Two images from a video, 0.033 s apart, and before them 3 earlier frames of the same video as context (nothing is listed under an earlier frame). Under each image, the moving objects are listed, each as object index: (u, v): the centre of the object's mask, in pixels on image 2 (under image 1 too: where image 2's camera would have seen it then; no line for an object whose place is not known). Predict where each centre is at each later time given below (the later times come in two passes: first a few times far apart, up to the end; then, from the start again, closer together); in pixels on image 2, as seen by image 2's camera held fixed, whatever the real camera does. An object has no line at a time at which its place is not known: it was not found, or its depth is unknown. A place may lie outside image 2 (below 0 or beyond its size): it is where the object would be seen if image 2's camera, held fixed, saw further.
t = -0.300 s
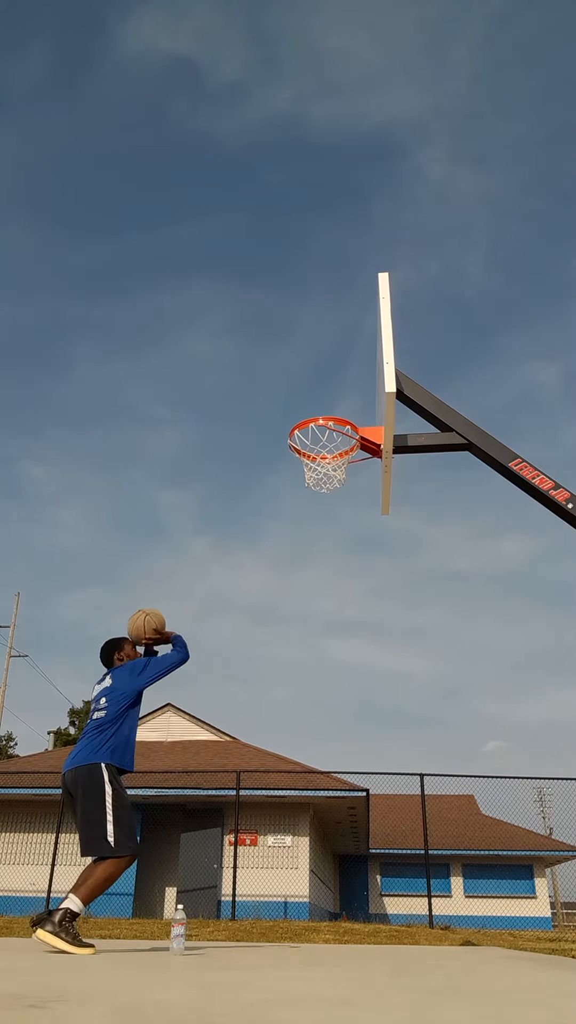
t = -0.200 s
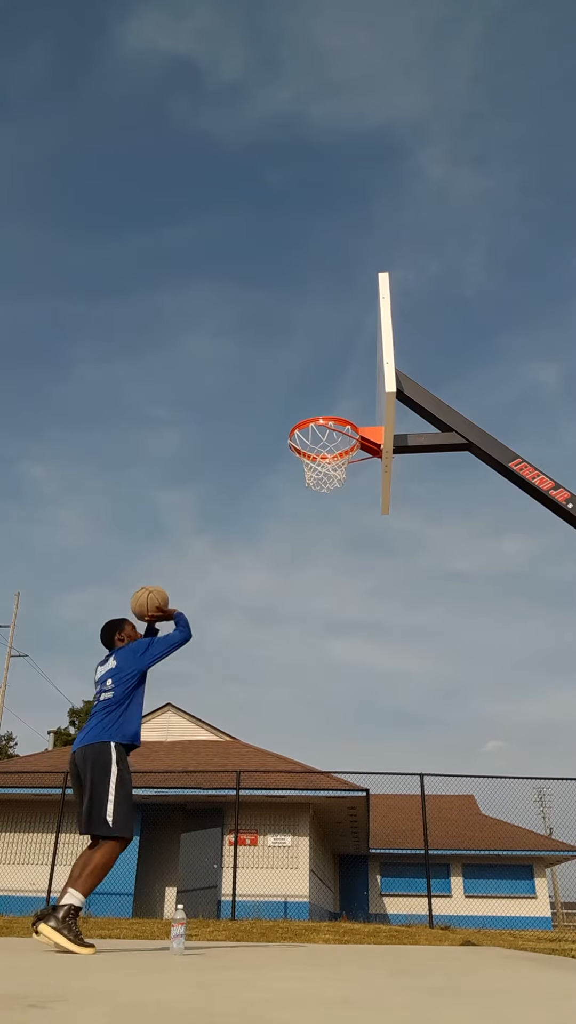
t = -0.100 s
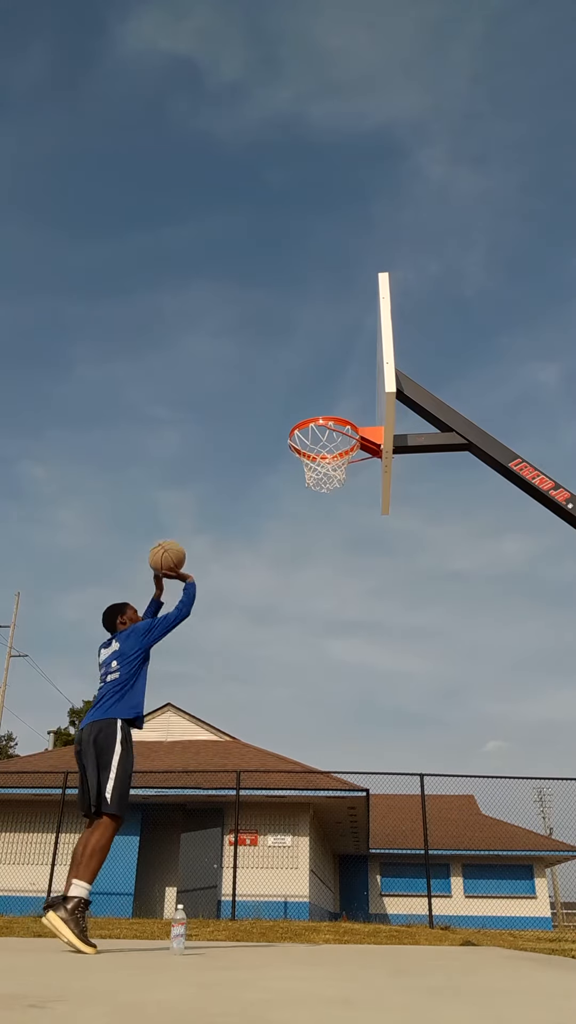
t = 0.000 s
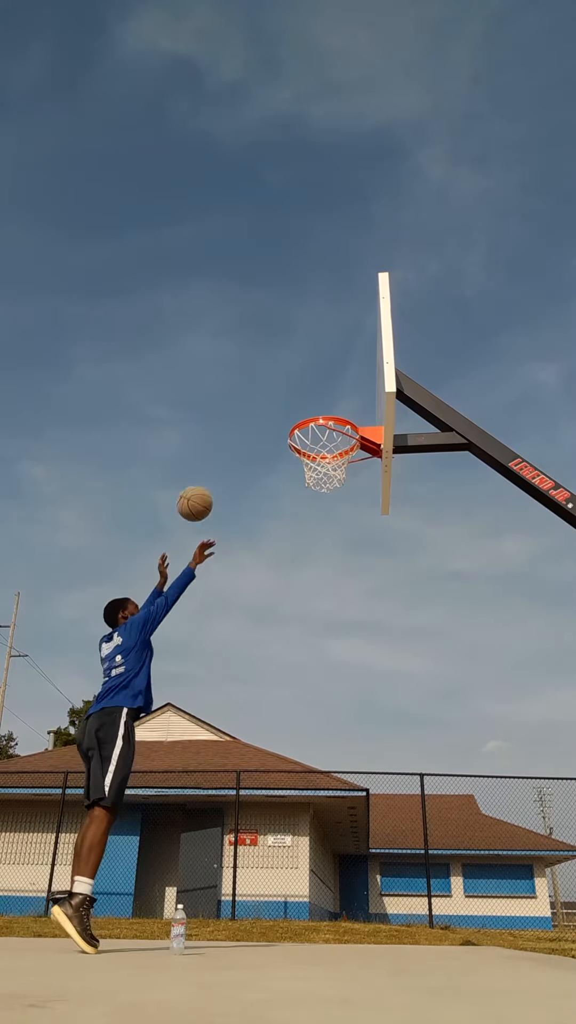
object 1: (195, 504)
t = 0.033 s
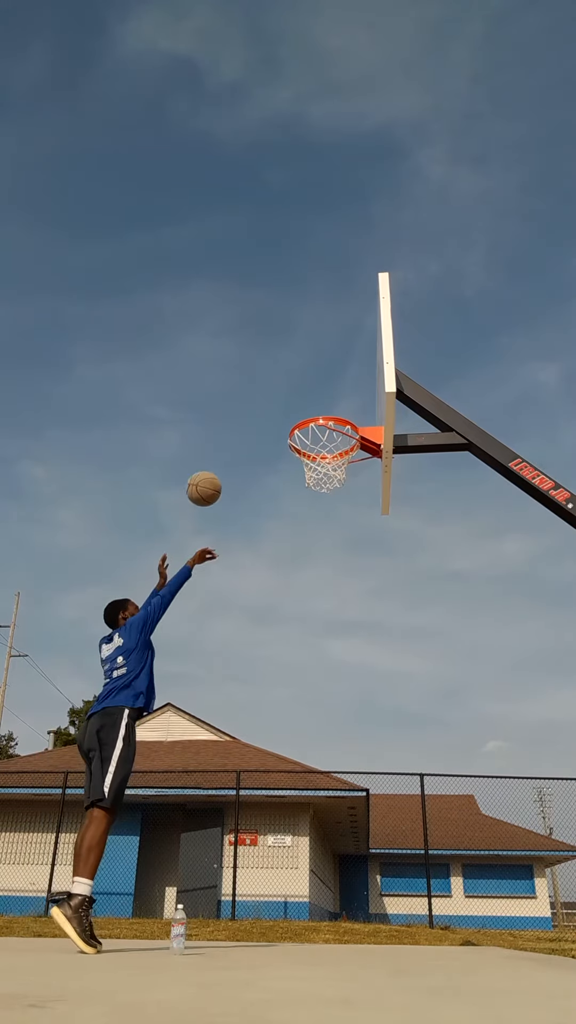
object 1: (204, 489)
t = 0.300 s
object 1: (269, 422)
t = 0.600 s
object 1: (338, 449)
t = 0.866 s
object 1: (328, 503)
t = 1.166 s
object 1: (307, 698)
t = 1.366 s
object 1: (288, 900)
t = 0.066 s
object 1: (212, 475)
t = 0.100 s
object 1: (221, 463)
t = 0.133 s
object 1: (229, 453)
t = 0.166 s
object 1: (237, 444)
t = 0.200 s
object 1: (245, 437)
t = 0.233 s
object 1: (253, 431)
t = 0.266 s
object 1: (261, 426)
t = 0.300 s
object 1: (269, 422)
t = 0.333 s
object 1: (276, 420)
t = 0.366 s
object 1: (283, 418)
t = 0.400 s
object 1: (289, 417)
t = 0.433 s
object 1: (298, 419)
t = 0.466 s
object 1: (307, 423)
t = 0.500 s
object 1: (315, 430)
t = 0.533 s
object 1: (321, 437)
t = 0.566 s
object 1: (329, 441)
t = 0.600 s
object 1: (338, 449)
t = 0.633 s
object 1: (342, 454)
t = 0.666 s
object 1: (341, 461)
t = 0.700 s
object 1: (341, 465)
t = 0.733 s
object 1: (338, 470)
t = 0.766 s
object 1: (336, 478)
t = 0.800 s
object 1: (333, 483)
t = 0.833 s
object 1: (330, 492)
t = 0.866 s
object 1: (328, 503)
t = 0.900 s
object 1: (325, 515)
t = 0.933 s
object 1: (323, 529)
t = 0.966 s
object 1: (321, 546)
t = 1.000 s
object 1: (318, 564)
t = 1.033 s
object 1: (316, 585)
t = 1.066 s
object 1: (314, 609)
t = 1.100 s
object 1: (312, 635)
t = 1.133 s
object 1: (310, 665)
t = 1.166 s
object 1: (307, 698)
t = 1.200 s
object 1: (305, 735)
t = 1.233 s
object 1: (302, 777)
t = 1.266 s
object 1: (300, 823)
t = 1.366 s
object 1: (288, 900)
